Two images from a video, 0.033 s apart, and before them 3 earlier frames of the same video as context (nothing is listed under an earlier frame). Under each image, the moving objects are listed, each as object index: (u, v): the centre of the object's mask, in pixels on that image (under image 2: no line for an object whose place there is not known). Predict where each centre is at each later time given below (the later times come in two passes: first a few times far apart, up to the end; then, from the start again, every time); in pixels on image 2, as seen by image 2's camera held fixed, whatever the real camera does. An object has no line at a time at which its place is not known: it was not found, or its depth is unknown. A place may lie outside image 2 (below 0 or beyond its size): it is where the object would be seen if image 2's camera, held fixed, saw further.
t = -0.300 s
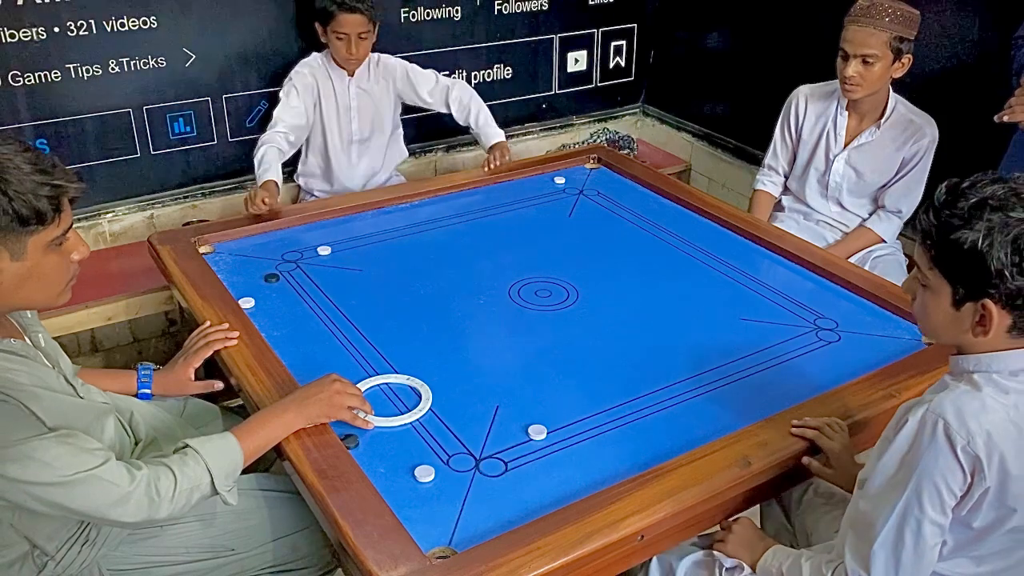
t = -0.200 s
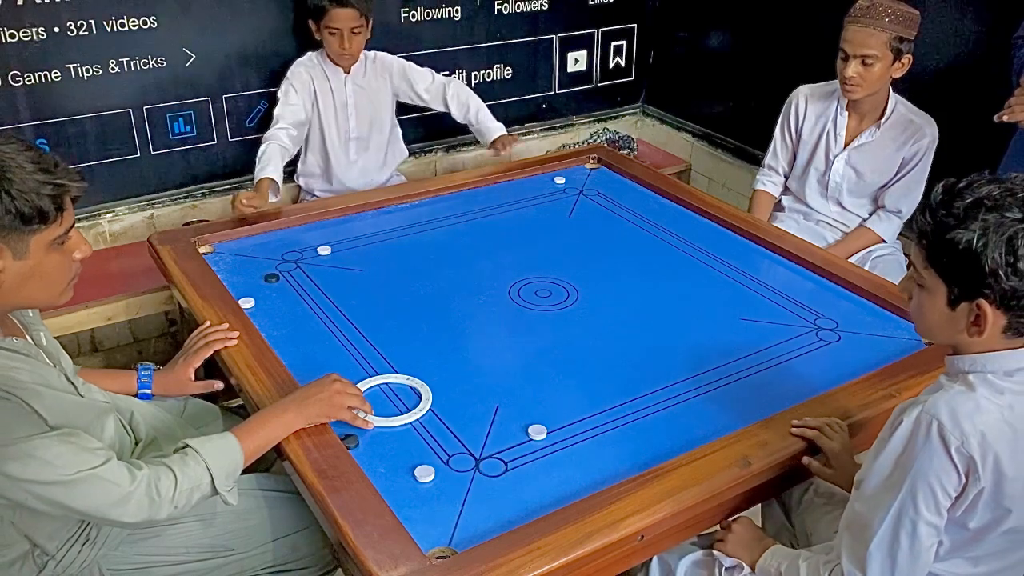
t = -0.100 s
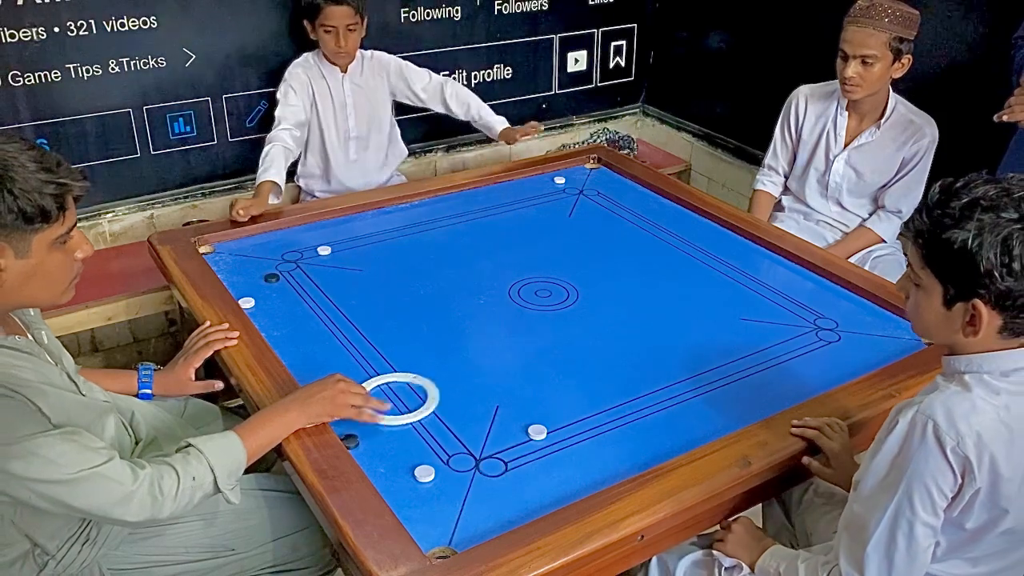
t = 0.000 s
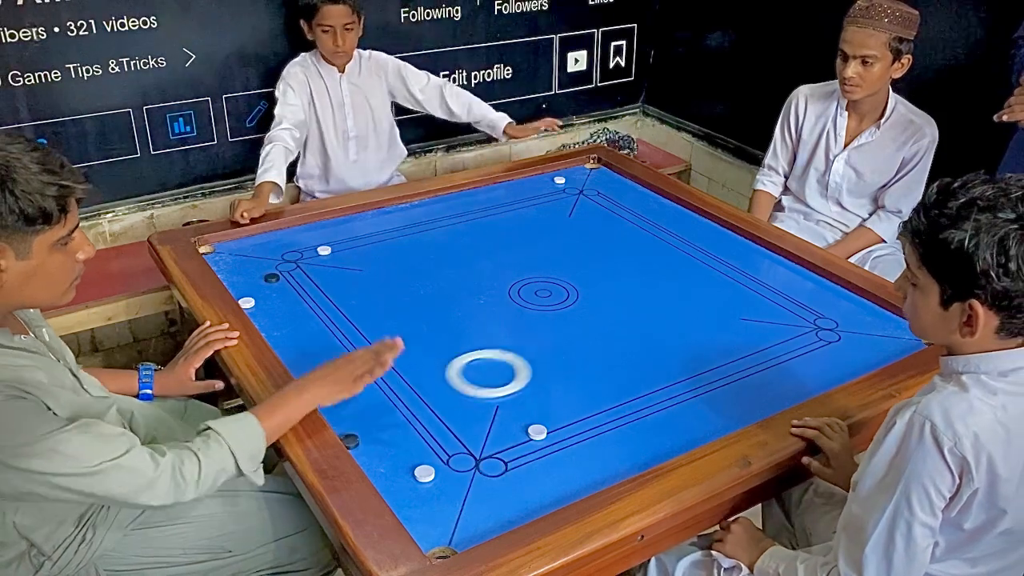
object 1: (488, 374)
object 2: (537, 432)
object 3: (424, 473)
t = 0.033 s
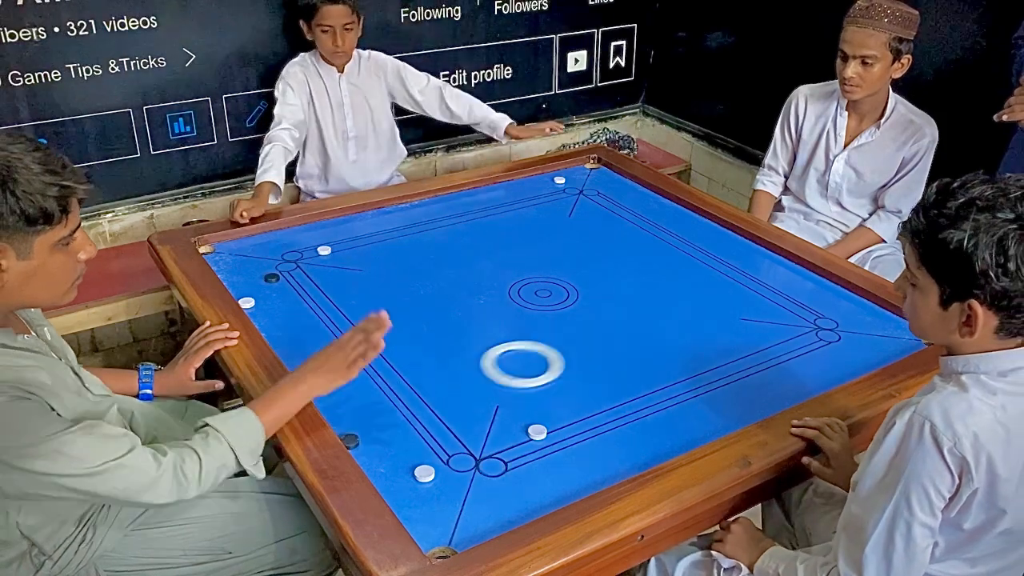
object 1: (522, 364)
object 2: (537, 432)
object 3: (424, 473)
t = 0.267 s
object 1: (728, 308)
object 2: (537, 432)
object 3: (424, 473)
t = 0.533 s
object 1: (727, 319)
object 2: (537, 431)
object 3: (424, 473)
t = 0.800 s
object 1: (579, 378)
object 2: (537, 432)
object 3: (424, 473)
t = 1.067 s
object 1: (400, 447)
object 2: (548, 455)
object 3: (423, 482)
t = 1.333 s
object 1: (477, 427)
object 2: (564, 488)
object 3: (438, 539)
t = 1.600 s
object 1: (551, 405)
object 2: (557, 495)
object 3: (478, 528)
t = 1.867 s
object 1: (611, 387)
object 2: (535, 483)
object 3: (490, 496)
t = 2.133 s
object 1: (659, 373)
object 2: (525, 476)
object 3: (498, 470)
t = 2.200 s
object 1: (669, 370)
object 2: (523, 474)
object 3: (500, 465)
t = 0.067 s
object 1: (555, 355)
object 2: (537, 432)
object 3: (424, 473)
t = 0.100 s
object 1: (586, 347)
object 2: (537, 432)
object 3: (424, 473)
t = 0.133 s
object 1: (616, 338)
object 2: (537, 432)
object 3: (424, 473)
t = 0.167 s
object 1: (646, 331)
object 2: (537, 432)
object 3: (424, 473)
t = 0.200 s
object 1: (674, 323)
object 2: (537, 432)
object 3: (424, 473)
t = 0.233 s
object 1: (702, 315)
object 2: (537, 432)
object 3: (424, 473)
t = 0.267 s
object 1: (728, 308)
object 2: (537, 432)
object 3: (424, 473)
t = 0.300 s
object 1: (754, 301)
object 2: (537, 432)
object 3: (424, 473)
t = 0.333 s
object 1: (779, 294)
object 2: (537, 432)
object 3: (424, 473)
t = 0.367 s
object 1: (803, 287)
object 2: (537, 432)
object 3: (424, 473)
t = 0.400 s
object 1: (792, 292)
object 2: (537, 432)
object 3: (424, 473)
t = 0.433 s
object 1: (776, 299)
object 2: (537, 432)
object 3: (424, 473)
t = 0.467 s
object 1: (760, 305)
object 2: (537, 432)
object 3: (424, 473)
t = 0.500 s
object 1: (744, 312)
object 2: (537, 432)
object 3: (424, 473)
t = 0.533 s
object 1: (727, 319)
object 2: (537, 431)
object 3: (424, 473)
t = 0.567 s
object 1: (710, 326)
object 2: (537, 432)
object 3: (424, 473)
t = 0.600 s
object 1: (692, 332)
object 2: (537, 432)
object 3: (424, 473)
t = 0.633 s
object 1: (675, 340)
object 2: (537, 432)
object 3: (424, 473)
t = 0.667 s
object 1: (656, 347)
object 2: (537, 432)
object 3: (424, 473)
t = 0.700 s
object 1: (637, 355)
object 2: (537, 432)
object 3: (424, 473)
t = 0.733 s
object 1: (618, 362)
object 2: (537, 432)
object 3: (424, 473)
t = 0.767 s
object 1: (599, 370)
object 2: (537, 431)
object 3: (424, 473)
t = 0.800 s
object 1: (579, 378)
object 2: (537, 432)
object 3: (424, 473)
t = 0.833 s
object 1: (559, 387)
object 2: (537, 432)
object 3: (424, 473)
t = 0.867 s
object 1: (537, 395)
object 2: (537, 432)
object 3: (424, 473)
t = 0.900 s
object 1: (516, 404)
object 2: (537, 432)
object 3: (424, 473)
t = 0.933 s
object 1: (494, 412)
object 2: (539, 436)
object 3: (424, 473)
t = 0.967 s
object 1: (471, 421)
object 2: (541, 441)
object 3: (424, 473)
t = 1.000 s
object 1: (447, 430)
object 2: (544, 446)
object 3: (424, 473)
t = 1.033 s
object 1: (423, 438)
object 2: (546, 450)
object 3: (424, 474)
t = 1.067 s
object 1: (400, 447)
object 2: (548, 455)
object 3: (423, 482)
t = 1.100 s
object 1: (399, 449)
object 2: (550, 459)
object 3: (422, 491)
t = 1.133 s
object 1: (411, 446)
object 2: (552, 463)
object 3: (420, 500)
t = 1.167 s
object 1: (423, 442)
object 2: (554, 468)
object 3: (419, 510)
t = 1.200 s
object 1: (434, 439)
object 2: (556, 472)
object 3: (418, 520)
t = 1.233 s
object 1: (445, 436)
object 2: (558, 476)
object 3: (417, 529)
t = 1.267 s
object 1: (456, 433)
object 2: (560, 480)
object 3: (422, 534)
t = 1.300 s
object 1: (467, 430)
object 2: (562, 484)
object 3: (430, 537)
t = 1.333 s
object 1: (477, 427)
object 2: (564, 488)
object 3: (438, 539)
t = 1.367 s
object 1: (487, 423)
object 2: (566, 491)
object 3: (446, 541)
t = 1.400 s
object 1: (497, 421)
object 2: (568, 495)
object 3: (454, 542)
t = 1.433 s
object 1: (507, 418)
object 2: (569, 497)
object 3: (462, 543)
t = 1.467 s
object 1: (516, 415)
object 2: (569, 499)
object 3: (469, 543)
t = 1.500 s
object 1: (525, 412)
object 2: (566, 499)
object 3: (472, 540)
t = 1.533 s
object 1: (534, 410)
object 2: (563, 498)
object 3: (474, 537)
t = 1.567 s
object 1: (543, 407)
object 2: (560, 497)
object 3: (477, 533)
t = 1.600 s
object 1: (551, 405)
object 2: (557, 495)
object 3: (478, 528)
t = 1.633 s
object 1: (560, 402)
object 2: (553, 493)
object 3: (480, 524)
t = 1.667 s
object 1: (568, 400)
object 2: (550, 491)
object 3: (482, 519)
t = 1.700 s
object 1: (576, 397)
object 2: (547, 490)
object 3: (484, 515)
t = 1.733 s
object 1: (583, 395)
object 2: (545, 488)
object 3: (485, 511)
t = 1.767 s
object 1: (591, 393)
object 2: (542, 487)
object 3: (487, 507)
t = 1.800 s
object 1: (598, 391)
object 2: (540, 485)
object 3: (488, 503)
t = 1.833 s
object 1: (605, 389)
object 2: (537, 484)
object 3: (489, 499)
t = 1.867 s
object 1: (611, 387)
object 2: (535, 483)
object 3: (490, 496)
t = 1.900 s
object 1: (618, 385)
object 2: (533, 481)
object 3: (491, 492)
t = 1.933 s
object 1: (624, 383)
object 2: (532, 481)
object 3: (493, 489)
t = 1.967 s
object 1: (630, 381)
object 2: (530, 480)
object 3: (494, 485)
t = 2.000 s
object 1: (637, 379)
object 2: (529, 479)
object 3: (495, 482)
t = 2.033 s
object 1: (642, 378)
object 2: (528, 478)
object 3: (496, 479)
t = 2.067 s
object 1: (648, 376)
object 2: (527, 477)
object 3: (497, 476)
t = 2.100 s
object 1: (653, 374)
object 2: (525, 476)
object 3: (498, 473)
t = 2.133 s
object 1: (659, 373)
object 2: (525, 476)
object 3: (498, 470)
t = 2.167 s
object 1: (664, 371)
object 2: (524, 475)
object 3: (499, 467)
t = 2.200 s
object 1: (669, 370)
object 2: (523, 474)
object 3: (500, 465)
